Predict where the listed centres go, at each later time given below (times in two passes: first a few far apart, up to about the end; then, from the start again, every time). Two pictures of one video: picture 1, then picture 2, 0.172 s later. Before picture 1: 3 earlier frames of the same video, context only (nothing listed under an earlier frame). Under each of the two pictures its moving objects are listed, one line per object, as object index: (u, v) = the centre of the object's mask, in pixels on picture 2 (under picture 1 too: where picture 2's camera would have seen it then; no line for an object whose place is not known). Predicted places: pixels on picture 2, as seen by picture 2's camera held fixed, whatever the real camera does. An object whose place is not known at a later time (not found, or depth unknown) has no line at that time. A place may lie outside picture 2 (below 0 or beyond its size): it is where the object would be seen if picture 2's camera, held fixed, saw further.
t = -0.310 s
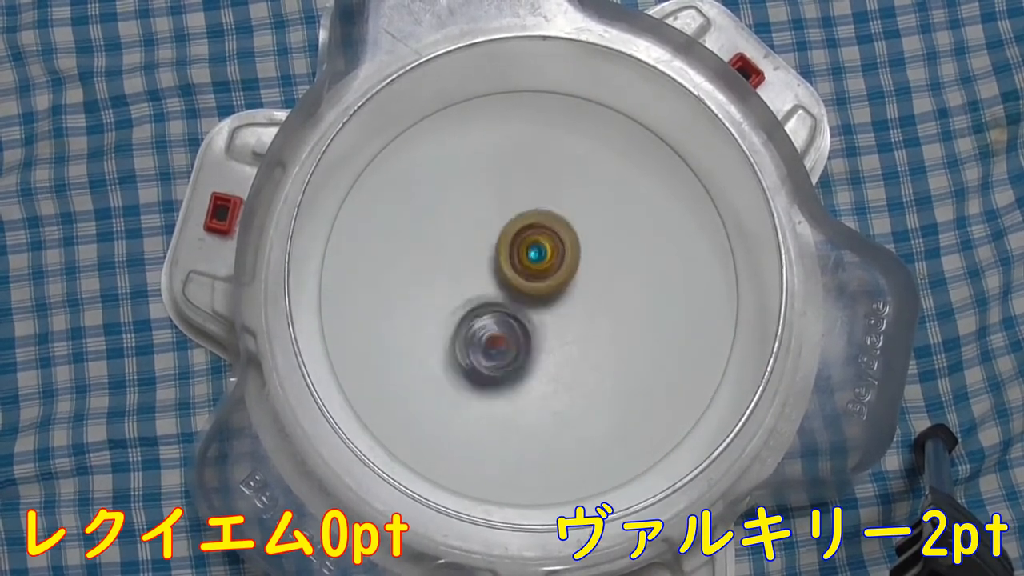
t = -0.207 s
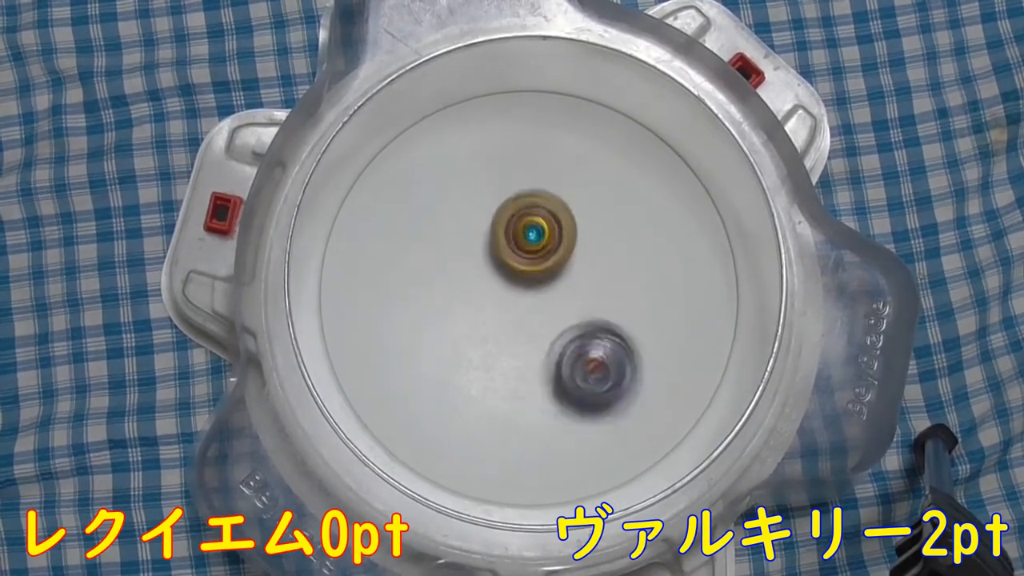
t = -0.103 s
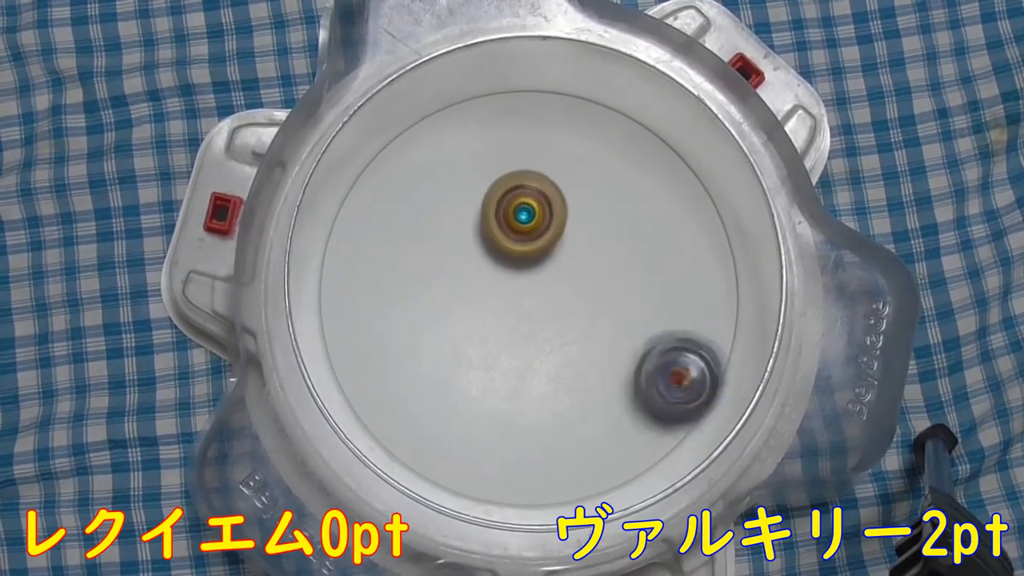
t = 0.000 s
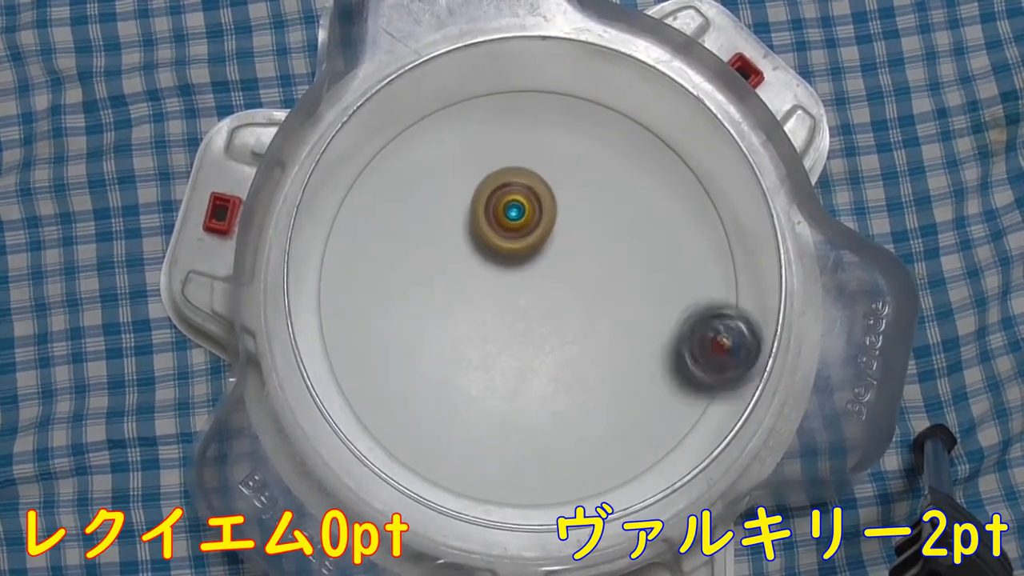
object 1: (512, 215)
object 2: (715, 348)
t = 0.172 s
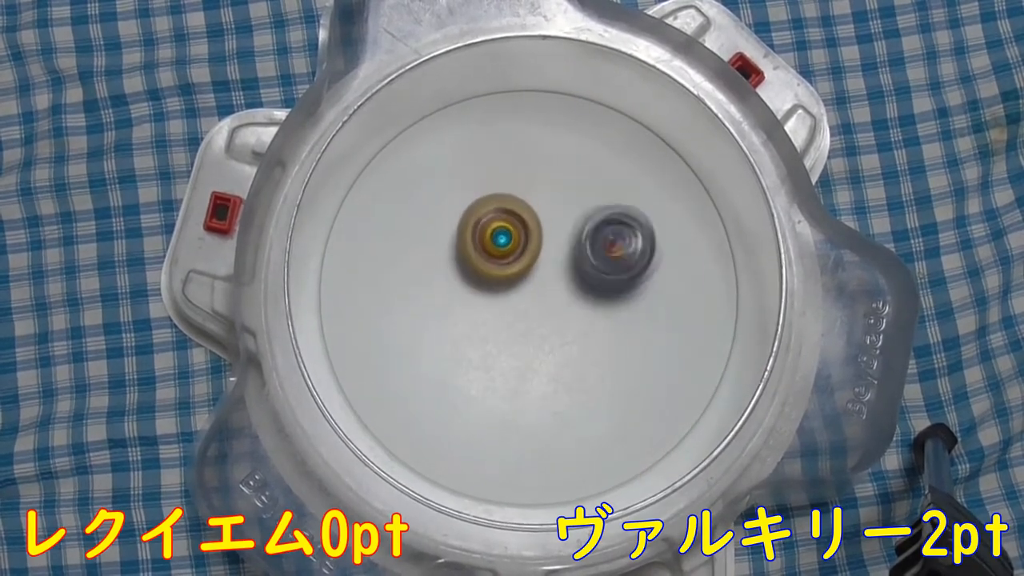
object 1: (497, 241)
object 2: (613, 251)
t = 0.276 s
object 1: (459, 257)
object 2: (587, 257)
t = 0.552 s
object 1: (403, 297)
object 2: (607, 346)
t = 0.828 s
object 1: (452, 343)
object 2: (591, 340)
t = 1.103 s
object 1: (455, 372)
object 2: (584, 276)
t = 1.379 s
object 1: (507, 349)
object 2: (527, 197)
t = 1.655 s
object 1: (527, 296)
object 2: (494, 183)
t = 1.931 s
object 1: (551, 309)
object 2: (490, 205)
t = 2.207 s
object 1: (570, 326)
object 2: (486, 229)
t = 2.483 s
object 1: (563, 325)
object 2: (495, 261)
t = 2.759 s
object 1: (560, 331)
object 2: (490, 260)
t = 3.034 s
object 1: (554, 332)
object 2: (496, 258)
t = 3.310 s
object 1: (550, 338)
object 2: (476, 231)
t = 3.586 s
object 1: (560, 345)
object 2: (485, 241)
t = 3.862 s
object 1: (557, 341)
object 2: (510, 248)
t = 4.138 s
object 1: (551, 340)
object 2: (520, 245)
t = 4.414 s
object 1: (535, 355)
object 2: (514, 221)
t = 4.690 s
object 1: (522, 340)
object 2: (517, 248)
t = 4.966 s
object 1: (543, 356)
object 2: (505, 244)
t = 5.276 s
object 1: (530, 335)
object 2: (531, 260)
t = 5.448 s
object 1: (535, 338)
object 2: (541, 261)
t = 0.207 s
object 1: (495, 248)
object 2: (593, 245)
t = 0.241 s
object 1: (483, 254)
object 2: (584, 248)
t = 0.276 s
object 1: (459, 257)
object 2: (587, 257)
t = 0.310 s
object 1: (440, 262)
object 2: (588, 268)
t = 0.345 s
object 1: (426, 267)
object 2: (589, 281)
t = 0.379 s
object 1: (417, 272)
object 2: (591, 295)
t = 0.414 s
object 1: (410, 277)
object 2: (593, 308)
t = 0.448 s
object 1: (406, 282)
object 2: (596, 321)
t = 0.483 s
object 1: (403, 287)
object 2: (601, 331)
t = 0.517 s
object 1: (402, 292)
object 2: (605, 339)
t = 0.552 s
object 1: (403, 297)
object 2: (607, 346)
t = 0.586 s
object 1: (405, 303)
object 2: (611, 351)
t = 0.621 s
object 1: (408, 309)
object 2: (614, 353)
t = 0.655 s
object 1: (413, 316)
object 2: (615, 354)
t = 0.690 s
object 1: (418, 322)
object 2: (614, 353)
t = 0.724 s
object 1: (425, 328)
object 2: (611, 351)
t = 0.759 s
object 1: (433, 334)
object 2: (608, 347)
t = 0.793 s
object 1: (442, 339)
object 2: (600, 343)
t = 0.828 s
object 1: (452, 343)
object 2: (591, 340)
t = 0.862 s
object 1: (463, 347)
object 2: (581, 338)
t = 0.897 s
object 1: (475, 350)
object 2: (570, 337)
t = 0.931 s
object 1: (479, 355)
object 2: (564, 334)
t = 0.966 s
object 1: (467, 365)
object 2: (577, 323)
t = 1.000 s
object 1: (458, 371)
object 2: (585, 311)
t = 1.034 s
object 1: (453, 374)
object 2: (586, 298)
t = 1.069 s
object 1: (452, 375)
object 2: (587, 287)
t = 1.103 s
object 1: (455, 372)
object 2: (584, 276)
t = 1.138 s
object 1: (469, 360)
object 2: (574, 258)
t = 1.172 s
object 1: (478, 353)
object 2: (565, 251)
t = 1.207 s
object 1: (487, 346)
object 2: (553, 247)
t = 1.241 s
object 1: (496, 337)
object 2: (544, 246)
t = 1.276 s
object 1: (504, 331)
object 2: (532, 243)
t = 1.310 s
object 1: (503, 340)
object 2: (533, 228)
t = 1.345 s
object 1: (505, 347)
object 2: (530, 211)
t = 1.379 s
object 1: (507, 349)
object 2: (527, 197)
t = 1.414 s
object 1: (511, 347)
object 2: (523, 185)
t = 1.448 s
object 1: (515, 342)
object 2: (519, 175)
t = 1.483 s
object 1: (518, 335)
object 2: (513, 169)
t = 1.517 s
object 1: (520, 329)
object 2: (509, 165)
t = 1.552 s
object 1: (521, 320)
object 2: (506, 165)
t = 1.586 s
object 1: (524, 311)
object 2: (502, 168)
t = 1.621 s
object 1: (526, 304)
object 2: (499, 176)
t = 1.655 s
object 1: (527, 296)
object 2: (494, 183)
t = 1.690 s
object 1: (529, 288)
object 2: (495, 195)
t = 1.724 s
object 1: (533, 290)
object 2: (493, 201)
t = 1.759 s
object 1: (540, 299)
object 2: (491, 198)
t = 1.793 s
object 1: (545, 305)
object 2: (487, 197)
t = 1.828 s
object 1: (548, 308)
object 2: (486, 197)
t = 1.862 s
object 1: (550, 310)
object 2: (485, 198)
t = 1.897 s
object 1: (551, 310)
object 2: (488, 201)
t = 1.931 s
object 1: (551, 309)
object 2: (490, 205)
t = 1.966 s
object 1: (550, 308)
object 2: (493, 210)
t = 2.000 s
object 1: (549, 307)
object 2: (497, 217)
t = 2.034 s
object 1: (547, 307)
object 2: (502, 226)
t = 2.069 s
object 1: (553, 313)
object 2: (503, 227)
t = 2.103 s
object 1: (562, 320)
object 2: (499, 227)
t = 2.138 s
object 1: (568, 325)
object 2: (495, 225)
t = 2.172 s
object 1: (571, 326)
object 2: (489, 228)
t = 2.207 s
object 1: (570, 326)
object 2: (486, 229)
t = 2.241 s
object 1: (568, 325)
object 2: (487, 232)
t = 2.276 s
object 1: (565, 324)
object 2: (487, 239)
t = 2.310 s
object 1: (563, 323)
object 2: (489, 246)
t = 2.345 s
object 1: (561, 323)
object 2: (494, 252)
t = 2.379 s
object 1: (560, 324)
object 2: (496, 256)
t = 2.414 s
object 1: (563, 326)
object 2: (497, 257)
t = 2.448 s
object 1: (564, 326)
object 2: (495, 260)
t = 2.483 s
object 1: (563, 325)
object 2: (495, 261)
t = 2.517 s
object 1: (564, 327)
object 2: (492, 258)
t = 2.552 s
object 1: (567, 332)
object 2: (491, 257)
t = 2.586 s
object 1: (568, 333)
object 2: (486, 255)
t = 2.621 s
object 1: (568, 332)
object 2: (485, 254)
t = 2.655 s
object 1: (566, 332)
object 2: (485, 255)
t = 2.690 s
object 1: (564, 332)
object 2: (485, 257)
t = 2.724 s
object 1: (562, 331)
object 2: (486, 259)
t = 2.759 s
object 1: (560, 331)
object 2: (490, 260)
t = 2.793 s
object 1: (558, 331)
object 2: (493, 264)
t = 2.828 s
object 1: (558, 332)
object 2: (496, 263)
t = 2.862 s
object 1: (560, 334)
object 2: (497, 260)
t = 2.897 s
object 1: (560, 335)
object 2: (494, 258)
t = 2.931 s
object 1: (559, 334)
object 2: (492, 255)
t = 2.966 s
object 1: (558, 334)
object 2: (492, 254)
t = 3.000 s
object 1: (556, 333)
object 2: (493, 254)
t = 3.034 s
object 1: (554, 332)
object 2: (496, 258)
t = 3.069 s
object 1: (551, 332)
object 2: (498, 257)
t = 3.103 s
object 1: (550, 332)
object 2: (502, 257)
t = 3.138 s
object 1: (555, 338)
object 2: (499, 250)
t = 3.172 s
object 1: (559, 342)
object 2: (494, 245)
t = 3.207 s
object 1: (557, 344)
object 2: (486, 236)
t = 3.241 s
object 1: (556, 343)
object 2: (483, 233)
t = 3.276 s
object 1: (553, 340)
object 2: (478, 230)
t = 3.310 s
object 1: (550, 338)
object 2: (476, 231)
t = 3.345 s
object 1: (546, 337)
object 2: (476, 235)
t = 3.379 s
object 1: (544, 334)
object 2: (477, 240)
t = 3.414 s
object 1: (541, 333)
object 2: (479, 244)
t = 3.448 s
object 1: (537, 331)
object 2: (483, 249)
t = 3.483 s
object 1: (541, 332)
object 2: (487, 251)
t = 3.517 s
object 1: (549, 340)
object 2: (485, 246)
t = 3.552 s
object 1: (556, 343)
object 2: (485, 242)
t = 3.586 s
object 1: (560, 345)
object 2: (485, 241)
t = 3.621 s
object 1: (561, 344)
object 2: (484, 240)
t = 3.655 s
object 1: (561, 344)
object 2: (484, 239)
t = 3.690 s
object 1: (559, 343)
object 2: (490, 239)
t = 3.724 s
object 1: (557, 342)
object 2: (495, 242)
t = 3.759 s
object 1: (555, 341)
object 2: (497, 245)
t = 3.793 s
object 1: (554, 338)
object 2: (502, 248)
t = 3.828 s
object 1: (552, 336)
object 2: (509, 254)
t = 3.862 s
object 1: (557, 341)
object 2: (510, 248)
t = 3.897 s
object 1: (562, 347)
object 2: (511, 243)
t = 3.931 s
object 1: (565, 348)
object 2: (511, 243)
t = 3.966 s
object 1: (565, 347)
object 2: (509, 240)
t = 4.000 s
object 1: (562, 344)
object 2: (510, 237)
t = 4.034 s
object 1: (559, 344)
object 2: (514, 238)
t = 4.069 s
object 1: (555, 343)
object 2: (516, 241)
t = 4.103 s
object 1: (553, 342)
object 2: (517, 242)
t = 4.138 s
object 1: (551, 340)
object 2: (520, 245)
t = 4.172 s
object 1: (548, 337)
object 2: (522, 247)
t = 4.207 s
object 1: (547, 337)
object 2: (522, 247)
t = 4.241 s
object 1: (543, 333)
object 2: (525, 247)
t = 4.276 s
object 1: (541, 340)
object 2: (523, 241)
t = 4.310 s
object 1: (539, 347)
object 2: (522, 234)
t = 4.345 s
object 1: (539, 352)
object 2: (520, 228)
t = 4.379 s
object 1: (536, 353)
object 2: (517, 224)
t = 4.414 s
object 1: (535, 355)
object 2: (514, 221)
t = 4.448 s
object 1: (532, 356)
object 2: (511, 221)
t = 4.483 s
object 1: (531, 356)
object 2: (509, 221)
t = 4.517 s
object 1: (530, 354)
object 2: (507, 222)
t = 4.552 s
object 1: (529, 351)
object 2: (508, 227)
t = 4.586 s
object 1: (526, 348)
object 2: (508, 233)
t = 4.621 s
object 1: (524, 345)
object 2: (510, 238)
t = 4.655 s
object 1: (522, 342)
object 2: (513, 243)
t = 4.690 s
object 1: (522, 340)
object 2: (517, 248)
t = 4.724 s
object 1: (524, 339)
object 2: (517, 251)
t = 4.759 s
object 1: (531, 346)
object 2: (511, 248)
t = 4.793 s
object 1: (536, 352)
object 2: (506, 243)
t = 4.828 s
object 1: (539, 356)
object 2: (502, 239)
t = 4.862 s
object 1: (540, 357)
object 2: (501, 238)
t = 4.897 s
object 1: (540, 358)
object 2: (501, 239)
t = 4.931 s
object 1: (542, 357)
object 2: (502, 240)
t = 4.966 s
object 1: (543, 356)
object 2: (505, 244)
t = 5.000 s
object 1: (544, 355)
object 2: (507, 246)
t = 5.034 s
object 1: (544, 351)
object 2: (510, 248)
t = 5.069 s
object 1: (543, 347)
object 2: (513, 252)
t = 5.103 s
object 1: (542, 343)
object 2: (516, 254)
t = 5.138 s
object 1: (540, 340)
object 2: (519, 258)
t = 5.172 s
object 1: (537, 336)
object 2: (520, 258)
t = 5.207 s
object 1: (534, 333)
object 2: (522, 257)
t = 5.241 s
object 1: (530, 335)
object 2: (530, 259)
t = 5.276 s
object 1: (530, 335)
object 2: (531, 260)
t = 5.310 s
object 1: (529, 335)
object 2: (533, 260)
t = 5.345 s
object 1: (530, 336)
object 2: (535, 262)
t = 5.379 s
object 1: (531, 335)
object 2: (537, 263)
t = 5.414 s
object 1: (532, 336)
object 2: (538, 262)
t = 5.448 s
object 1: (535, 338)
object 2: (541, 261)
